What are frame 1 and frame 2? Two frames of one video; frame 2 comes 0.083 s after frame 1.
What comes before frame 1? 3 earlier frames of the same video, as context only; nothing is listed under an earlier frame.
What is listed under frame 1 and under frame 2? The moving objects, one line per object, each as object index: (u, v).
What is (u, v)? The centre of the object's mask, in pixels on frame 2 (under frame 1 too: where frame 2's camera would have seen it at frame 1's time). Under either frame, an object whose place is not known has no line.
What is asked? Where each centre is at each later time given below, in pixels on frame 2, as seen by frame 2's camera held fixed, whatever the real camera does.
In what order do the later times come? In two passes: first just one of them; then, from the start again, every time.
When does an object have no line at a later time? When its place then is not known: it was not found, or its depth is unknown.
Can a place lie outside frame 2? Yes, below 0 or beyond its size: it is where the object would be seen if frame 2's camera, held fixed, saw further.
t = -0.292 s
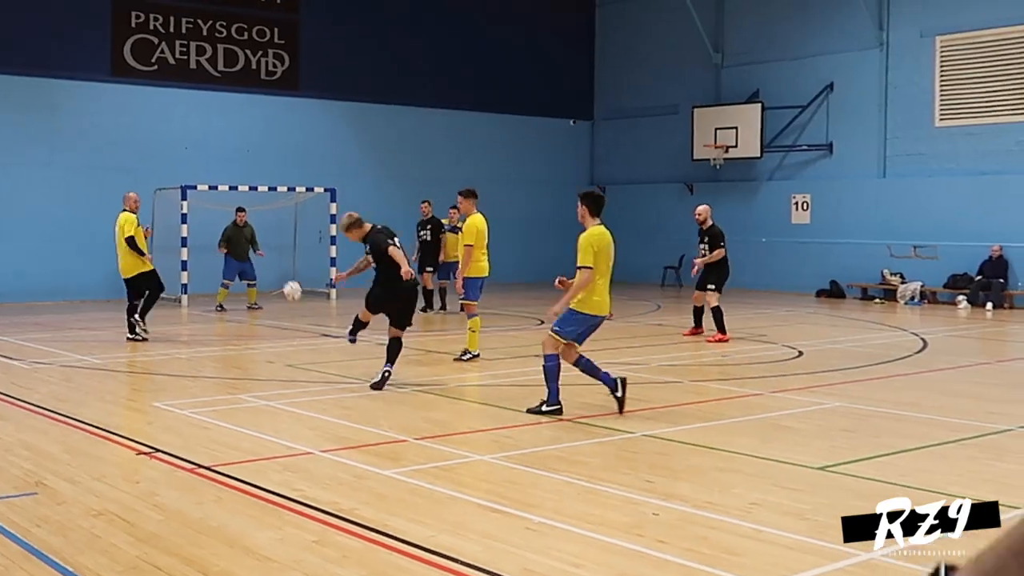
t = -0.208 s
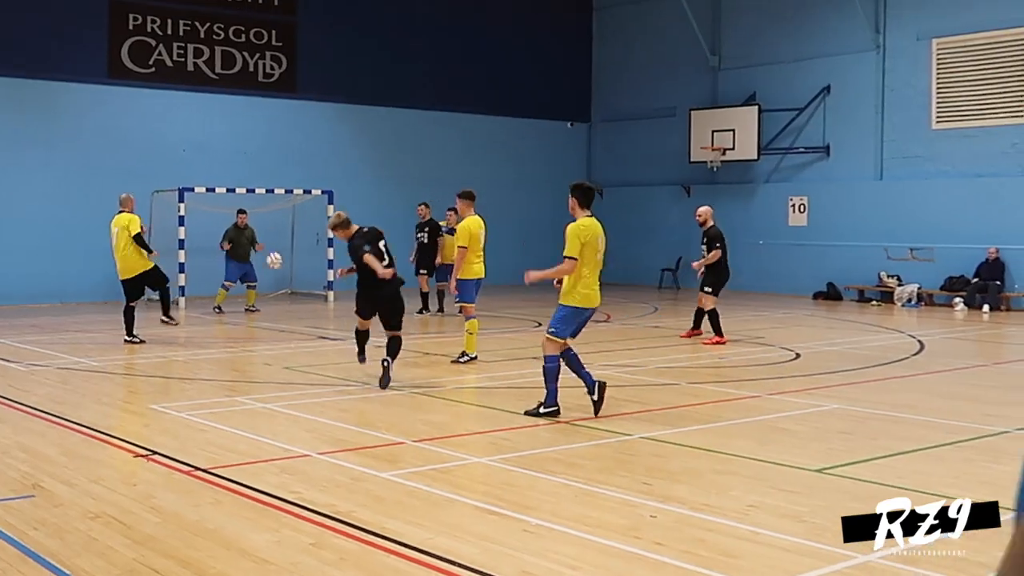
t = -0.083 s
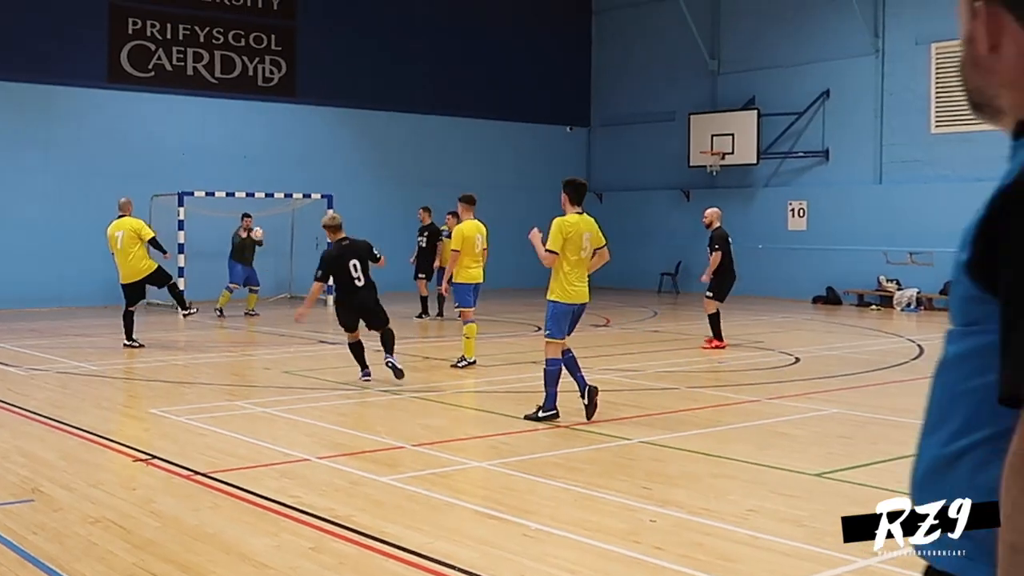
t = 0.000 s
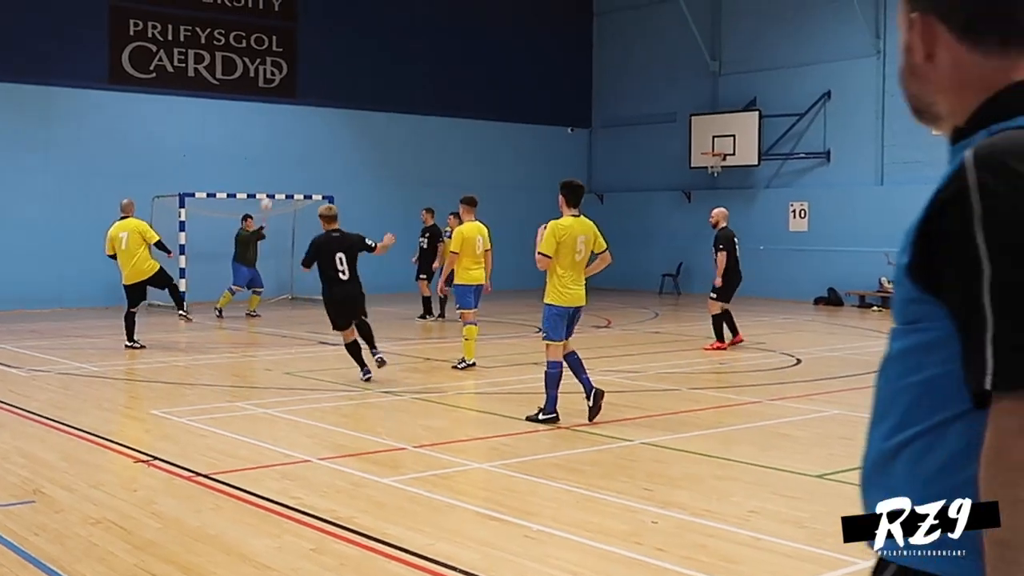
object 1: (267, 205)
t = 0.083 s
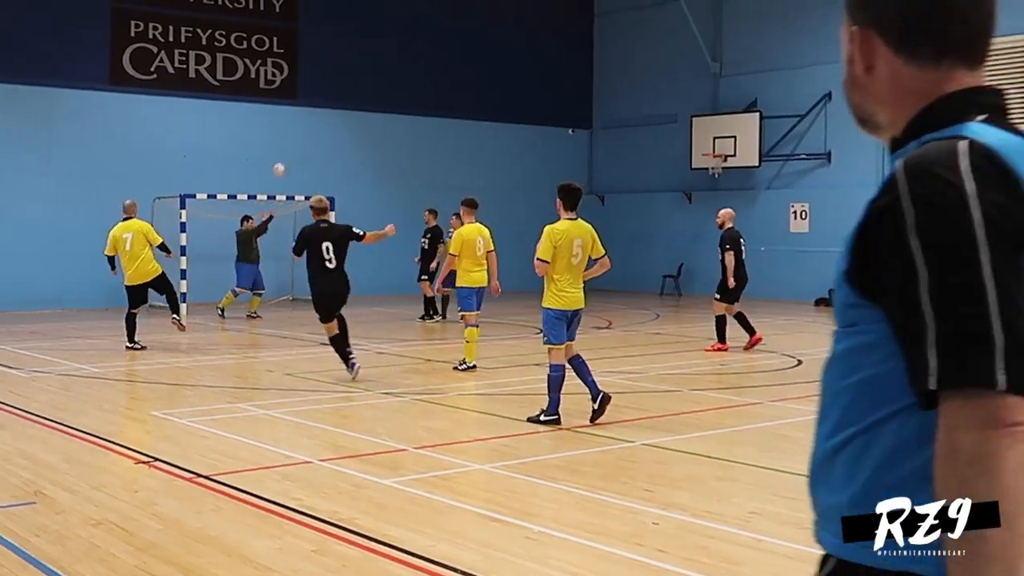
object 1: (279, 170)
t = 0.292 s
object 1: (309, 100)
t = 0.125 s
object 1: (285, 153)
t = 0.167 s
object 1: (291, 138)
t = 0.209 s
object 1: (297, 124)
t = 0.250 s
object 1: (303, 111)
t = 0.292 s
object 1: (309, 100)
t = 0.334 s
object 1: (317, 84)
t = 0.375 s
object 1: (322, 75)
